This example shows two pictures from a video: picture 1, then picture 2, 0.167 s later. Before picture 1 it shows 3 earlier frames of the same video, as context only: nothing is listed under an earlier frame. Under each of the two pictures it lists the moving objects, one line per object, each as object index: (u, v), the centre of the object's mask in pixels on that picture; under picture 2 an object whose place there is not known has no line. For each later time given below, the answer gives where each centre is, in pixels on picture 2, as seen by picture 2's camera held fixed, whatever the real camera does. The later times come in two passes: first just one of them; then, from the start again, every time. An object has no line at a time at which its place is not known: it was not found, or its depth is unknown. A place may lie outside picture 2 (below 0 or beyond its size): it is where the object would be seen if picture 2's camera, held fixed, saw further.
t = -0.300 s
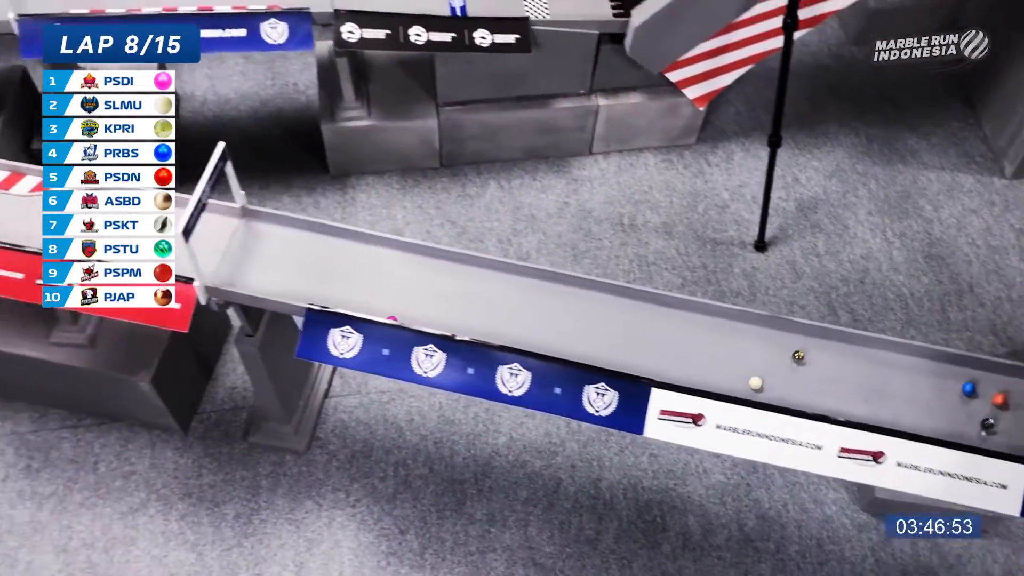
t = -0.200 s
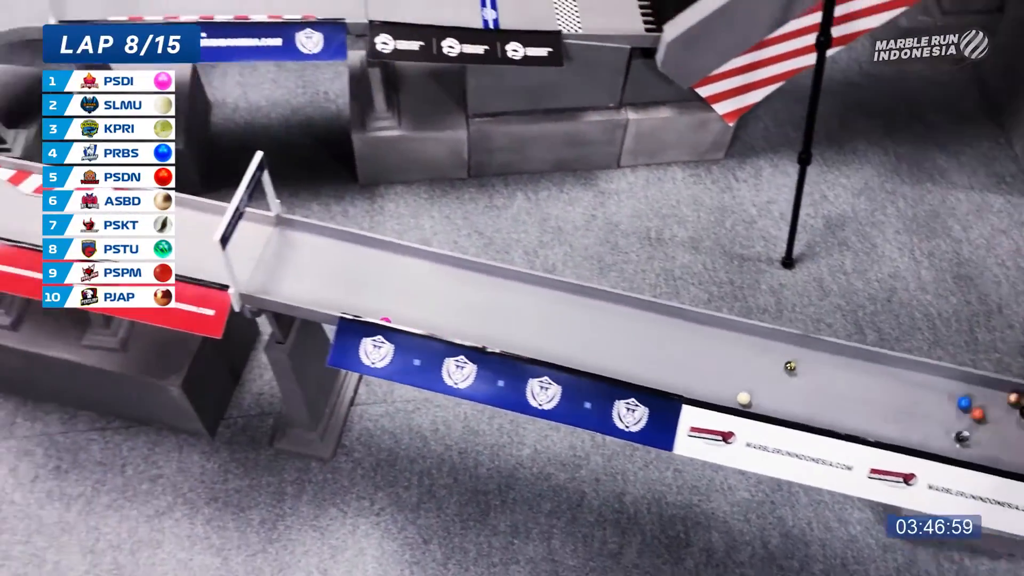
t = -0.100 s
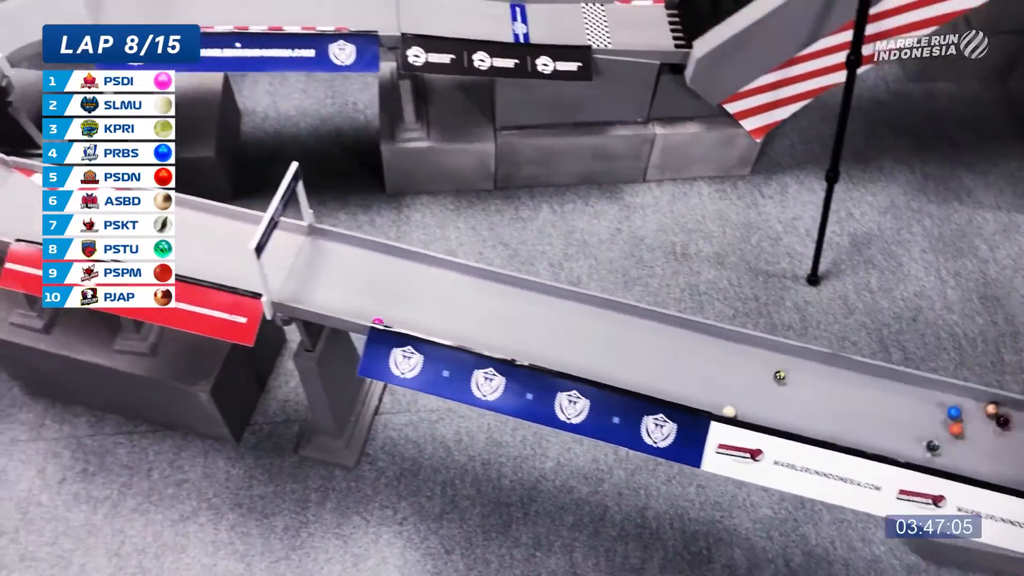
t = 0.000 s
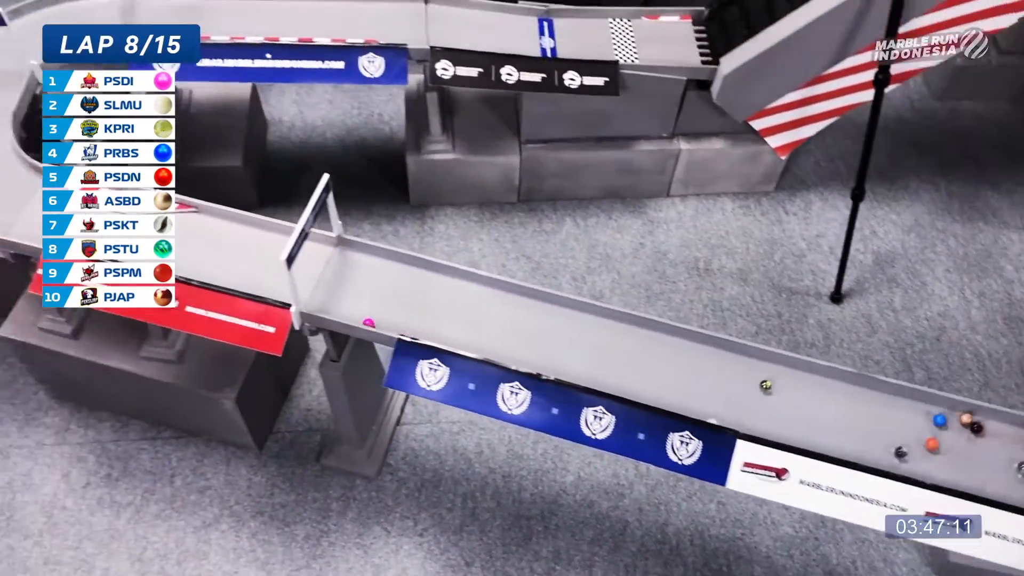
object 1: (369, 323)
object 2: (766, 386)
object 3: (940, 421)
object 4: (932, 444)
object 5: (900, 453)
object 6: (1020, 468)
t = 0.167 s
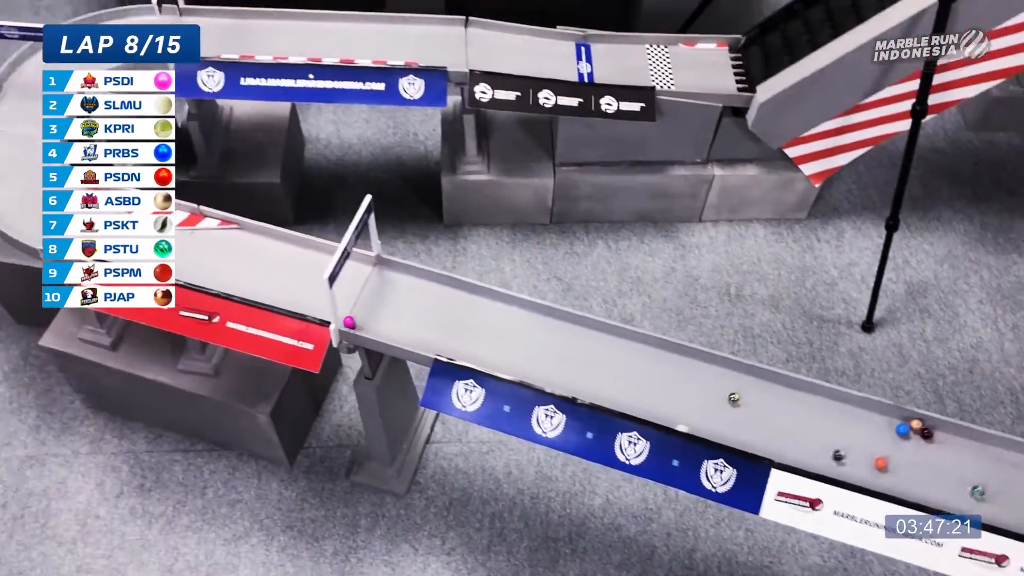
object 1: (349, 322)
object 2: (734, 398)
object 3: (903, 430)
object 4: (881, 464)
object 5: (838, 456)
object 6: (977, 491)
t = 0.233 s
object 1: (326, 313)
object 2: (706, 392)
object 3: (870, 421)
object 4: (845, 457)
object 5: (800, 443)
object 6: (943, 486)
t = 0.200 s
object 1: (341, 319)
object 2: (720, 395)
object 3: (887, 425)
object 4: (863, 461)
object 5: (819, 450)
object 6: (960, 488)
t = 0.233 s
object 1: (326, 313)
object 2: (706, 392)
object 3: (870, 421)
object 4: (845, 457)
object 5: (800, 443)
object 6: (943, 486)
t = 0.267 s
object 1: (316, 309)
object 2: (693, 388)
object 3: (855, 417)
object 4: (828, 454)
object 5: (781, 437)
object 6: (926, 484)
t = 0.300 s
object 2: (680, 386)
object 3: (838, 413)
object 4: (811, 451)
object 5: (762, 431)
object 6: (910, 482)
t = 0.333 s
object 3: (822, 408)
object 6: (894, 480)
